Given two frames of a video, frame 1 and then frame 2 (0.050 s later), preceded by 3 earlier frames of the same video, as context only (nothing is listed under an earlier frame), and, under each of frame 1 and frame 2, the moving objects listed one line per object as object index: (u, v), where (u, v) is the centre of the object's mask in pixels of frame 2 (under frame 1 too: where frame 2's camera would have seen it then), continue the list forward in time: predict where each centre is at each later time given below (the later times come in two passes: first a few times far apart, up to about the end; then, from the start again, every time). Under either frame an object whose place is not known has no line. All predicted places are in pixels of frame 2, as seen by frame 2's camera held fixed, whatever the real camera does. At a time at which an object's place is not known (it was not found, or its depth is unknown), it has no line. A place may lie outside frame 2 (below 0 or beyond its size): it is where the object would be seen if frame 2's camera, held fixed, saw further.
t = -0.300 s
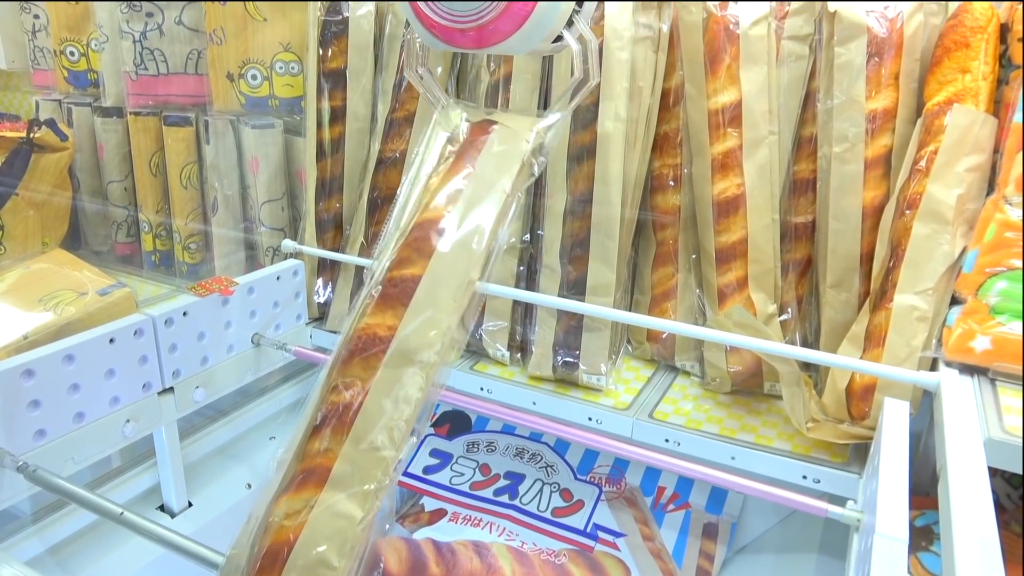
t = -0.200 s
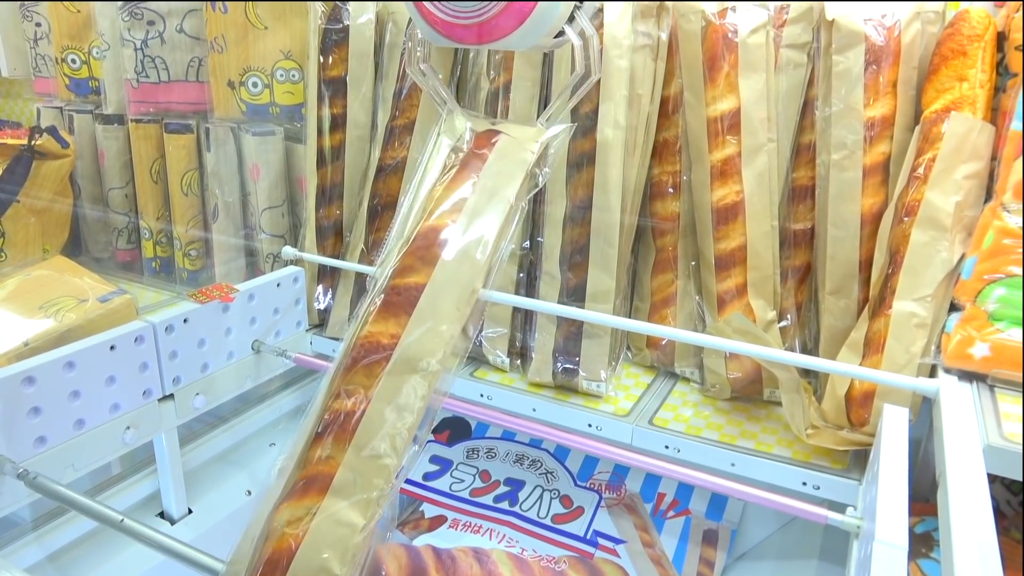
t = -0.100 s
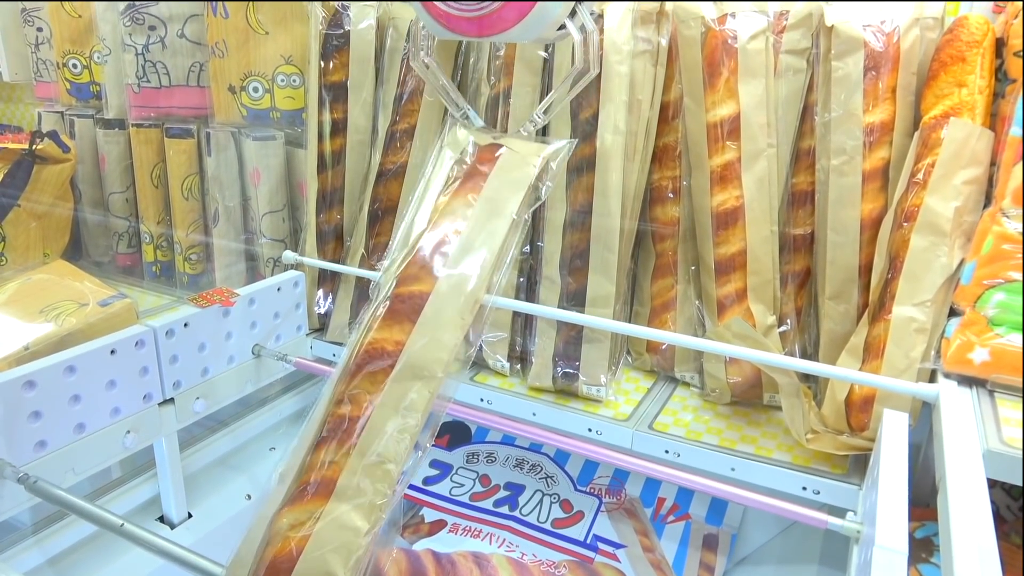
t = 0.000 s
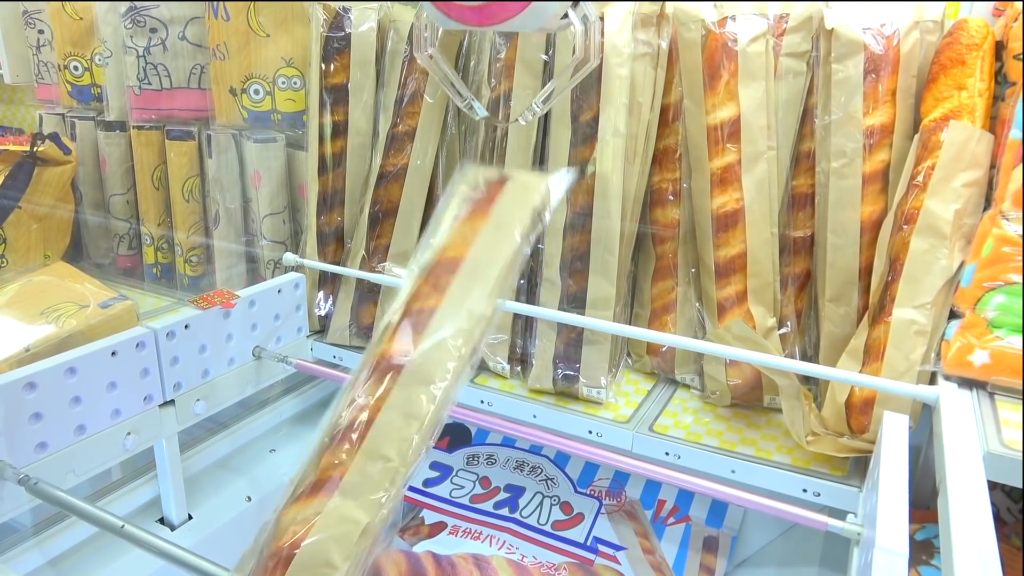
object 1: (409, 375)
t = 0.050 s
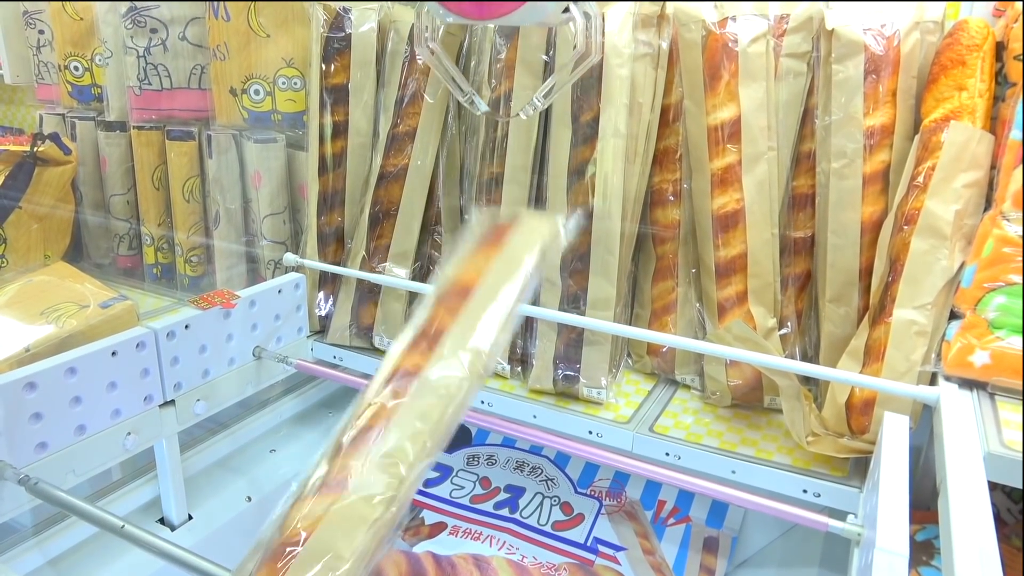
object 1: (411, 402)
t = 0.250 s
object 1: (410, 470)
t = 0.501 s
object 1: (417, 481)
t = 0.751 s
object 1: (412, 485)
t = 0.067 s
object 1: (412, 414)
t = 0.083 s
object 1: (414, 427)
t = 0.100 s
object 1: (413, 441)
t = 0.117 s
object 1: (414, 455)
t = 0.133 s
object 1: (416, 468)
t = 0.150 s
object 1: (416, 483)
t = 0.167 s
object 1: (418, 485)
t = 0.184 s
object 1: (416, 481)
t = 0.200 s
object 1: (414, 476)
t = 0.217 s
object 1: (411, 474)
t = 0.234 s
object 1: (410, 471)
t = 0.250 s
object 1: (410, 470)
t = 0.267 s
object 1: (411, 470)
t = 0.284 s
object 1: (414, 471)
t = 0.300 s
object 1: (418, 475)
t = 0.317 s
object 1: (417, 480)
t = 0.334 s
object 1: (416, 482)
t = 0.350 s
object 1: (416, 482)
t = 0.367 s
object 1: (417, 479)
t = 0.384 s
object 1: (415, 479)
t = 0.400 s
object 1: (416, 478)
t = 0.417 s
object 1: (417, 479)
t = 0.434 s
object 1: (417, 482)
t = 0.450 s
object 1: (417, 482)
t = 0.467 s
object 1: (417, 481)
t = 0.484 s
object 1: (416, 481)
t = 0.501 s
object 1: (417, 481)
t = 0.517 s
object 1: (417, 481)
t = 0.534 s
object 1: (417, 481)
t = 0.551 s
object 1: (417, 481)
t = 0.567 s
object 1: (417, 481)
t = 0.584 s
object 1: (417, 481)
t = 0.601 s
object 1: (416, 481)
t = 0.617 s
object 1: (416, 482)
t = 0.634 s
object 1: (415, 482)
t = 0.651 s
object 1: (415, 482)
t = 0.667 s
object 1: (414, 483)
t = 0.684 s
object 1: (414, 483)
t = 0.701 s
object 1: (414, 483)
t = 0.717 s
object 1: (414, 484)
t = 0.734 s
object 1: (413, 484)
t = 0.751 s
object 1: (412, 485)
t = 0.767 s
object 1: (411, 486)
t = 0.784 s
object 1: (410, 487)
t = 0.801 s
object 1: (409, 488)
